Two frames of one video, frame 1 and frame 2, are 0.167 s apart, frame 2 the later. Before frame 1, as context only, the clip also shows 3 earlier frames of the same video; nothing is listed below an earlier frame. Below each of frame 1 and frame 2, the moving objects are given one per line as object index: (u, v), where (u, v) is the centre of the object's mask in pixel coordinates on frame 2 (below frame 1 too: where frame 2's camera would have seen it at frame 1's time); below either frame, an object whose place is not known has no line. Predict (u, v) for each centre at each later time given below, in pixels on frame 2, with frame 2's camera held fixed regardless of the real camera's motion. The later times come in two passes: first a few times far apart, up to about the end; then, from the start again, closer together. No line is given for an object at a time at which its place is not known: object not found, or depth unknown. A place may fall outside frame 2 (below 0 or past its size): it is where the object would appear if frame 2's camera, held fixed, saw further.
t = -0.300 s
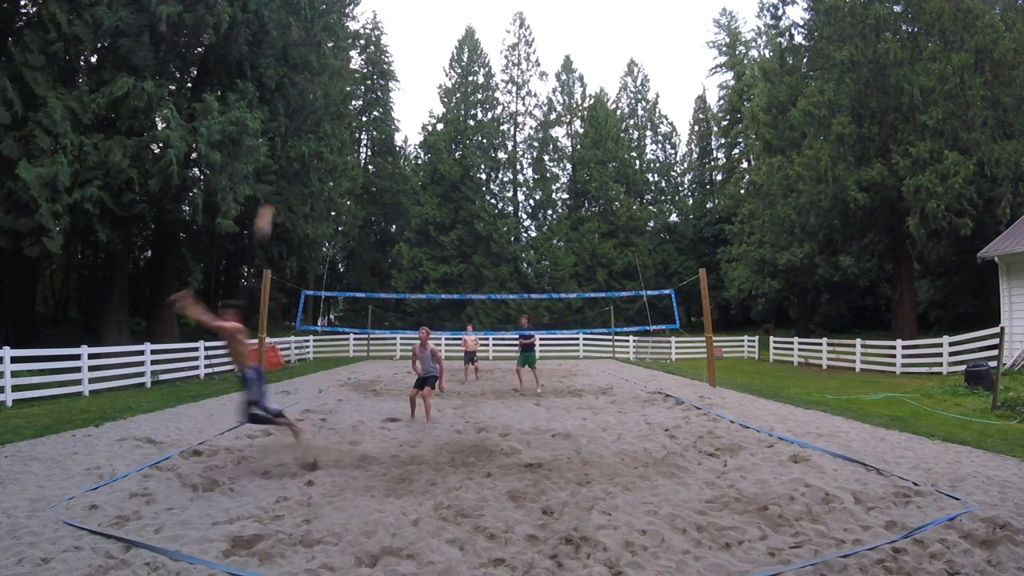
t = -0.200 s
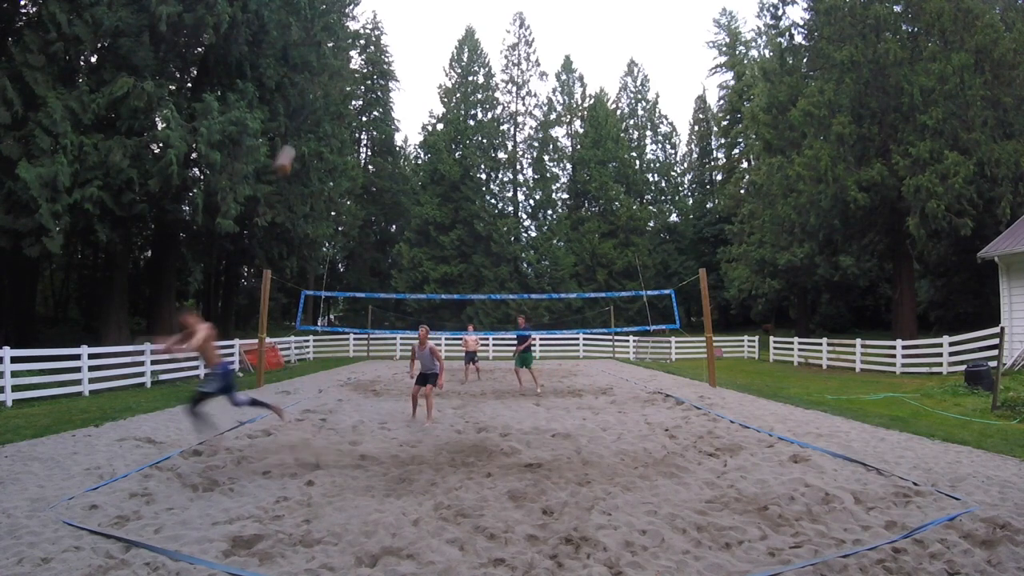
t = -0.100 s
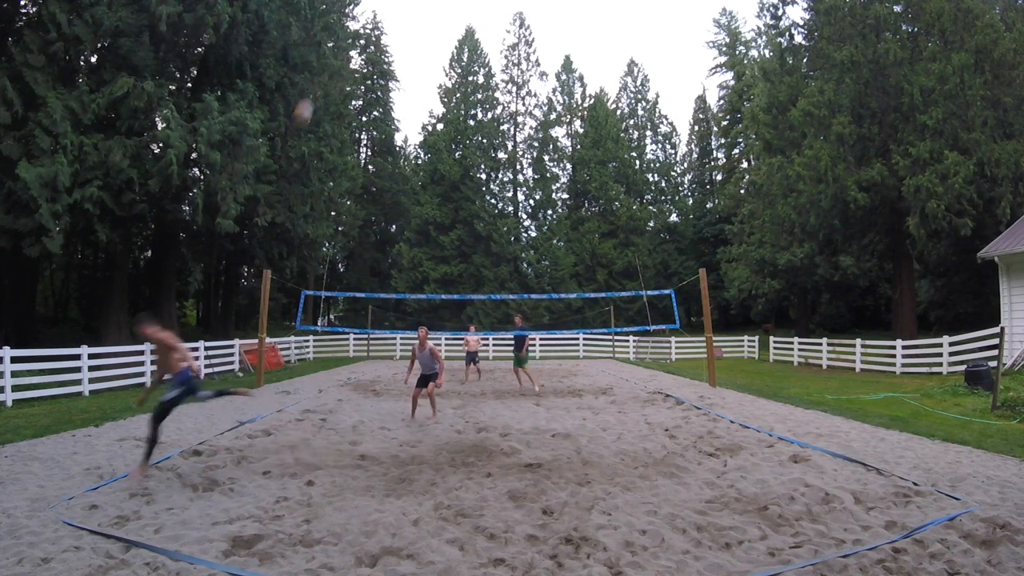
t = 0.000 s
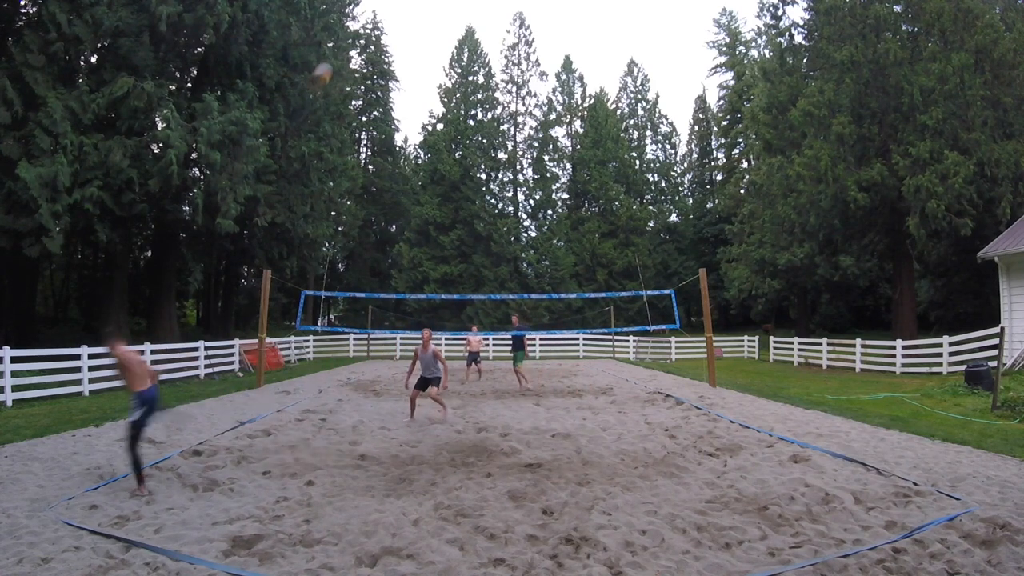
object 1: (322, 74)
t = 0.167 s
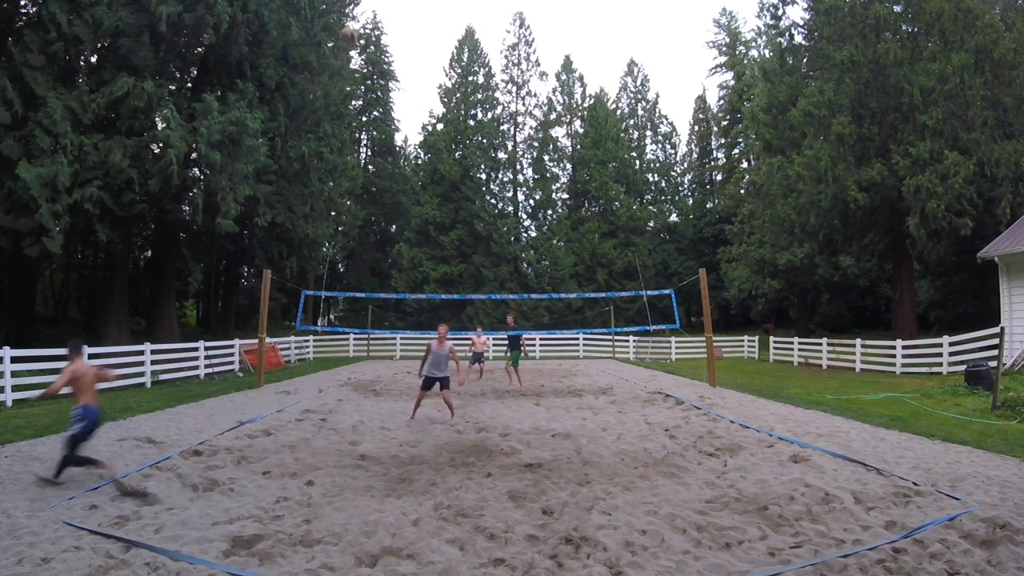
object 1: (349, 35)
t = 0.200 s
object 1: (352, 29)
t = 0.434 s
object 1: (386, 12)
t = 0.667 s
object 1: (415, 29)
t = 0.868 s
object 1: (437, 73)
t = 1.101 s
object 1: (463, 164)
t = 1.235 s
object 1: (475, 241)
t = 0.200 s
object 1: (352, 29)
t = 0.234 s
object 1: (359, 25)
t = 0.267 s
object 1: (364, 21)
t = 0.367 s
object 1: (377, 15)
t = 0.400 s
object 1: (382, 13)
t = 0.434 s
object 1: (386, 12)
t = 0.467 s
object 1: (391, 13)
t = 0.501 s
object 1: (395, 14)
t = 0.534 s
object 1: (399, 16)
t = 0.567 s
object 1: (403, 18)
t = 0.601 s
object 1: (406, 21)
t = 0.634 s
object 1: (410, 25)
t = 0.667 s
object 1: (415, 29)
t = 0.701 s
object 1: (418, 35)
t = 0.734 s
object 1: (422, 41)
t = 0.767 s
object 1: (425, 48)
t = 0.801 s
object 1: (429, 55)
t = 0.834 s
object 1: (432, 63)
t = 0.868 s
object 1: (437, 73)
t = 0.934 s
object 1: (444, 94)
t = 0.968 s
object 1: (448, 106)
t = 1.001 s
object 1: (452, 116)
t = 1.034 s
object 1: (454, 130)
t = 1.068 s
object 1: (458, 145)
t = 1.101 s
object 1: (463, 164)
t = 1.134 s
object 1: (465, 182)
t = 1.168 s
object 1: (469, 201)
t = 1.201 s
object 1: (471, 220)
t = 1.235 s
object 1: (475, 241)
